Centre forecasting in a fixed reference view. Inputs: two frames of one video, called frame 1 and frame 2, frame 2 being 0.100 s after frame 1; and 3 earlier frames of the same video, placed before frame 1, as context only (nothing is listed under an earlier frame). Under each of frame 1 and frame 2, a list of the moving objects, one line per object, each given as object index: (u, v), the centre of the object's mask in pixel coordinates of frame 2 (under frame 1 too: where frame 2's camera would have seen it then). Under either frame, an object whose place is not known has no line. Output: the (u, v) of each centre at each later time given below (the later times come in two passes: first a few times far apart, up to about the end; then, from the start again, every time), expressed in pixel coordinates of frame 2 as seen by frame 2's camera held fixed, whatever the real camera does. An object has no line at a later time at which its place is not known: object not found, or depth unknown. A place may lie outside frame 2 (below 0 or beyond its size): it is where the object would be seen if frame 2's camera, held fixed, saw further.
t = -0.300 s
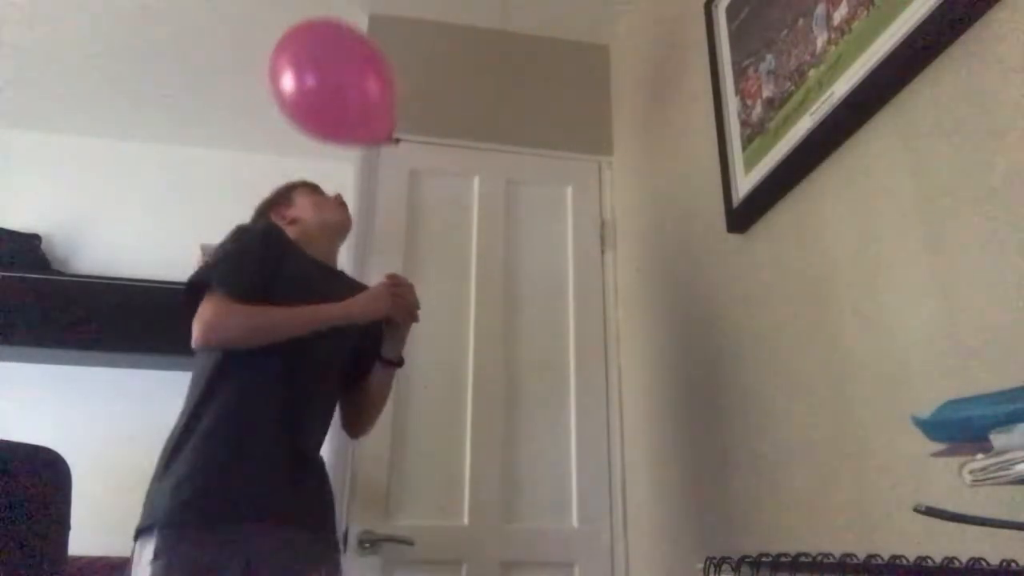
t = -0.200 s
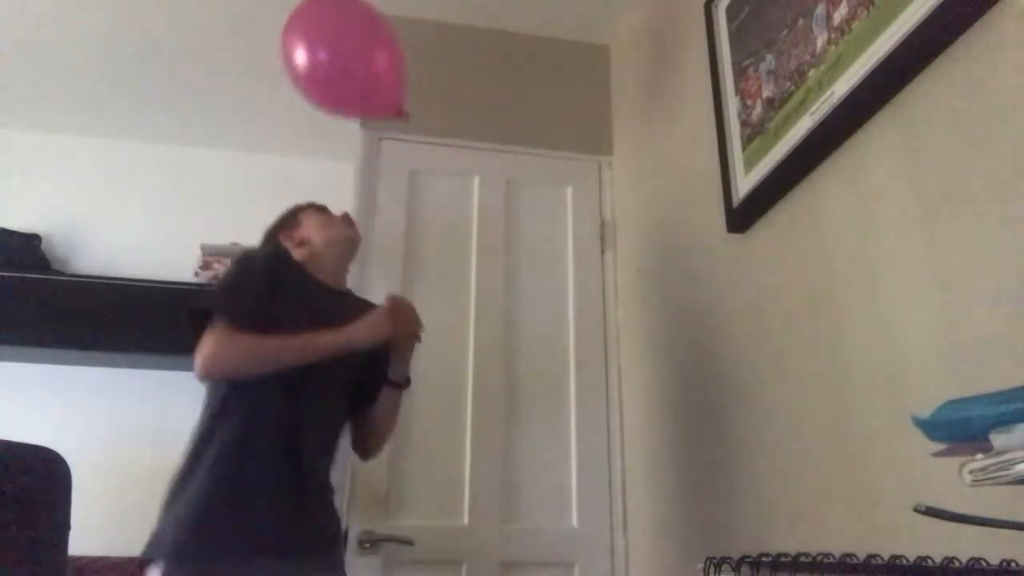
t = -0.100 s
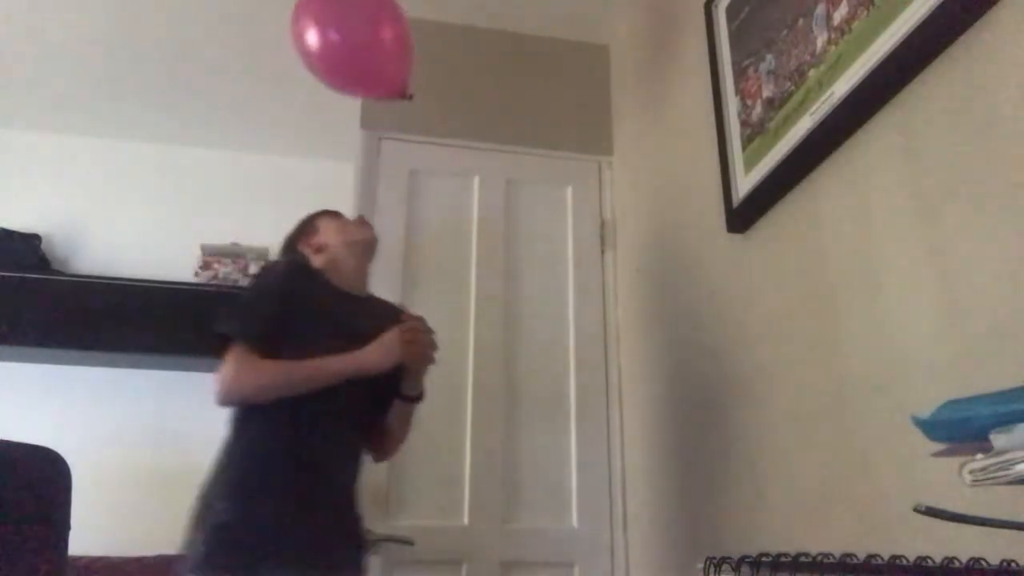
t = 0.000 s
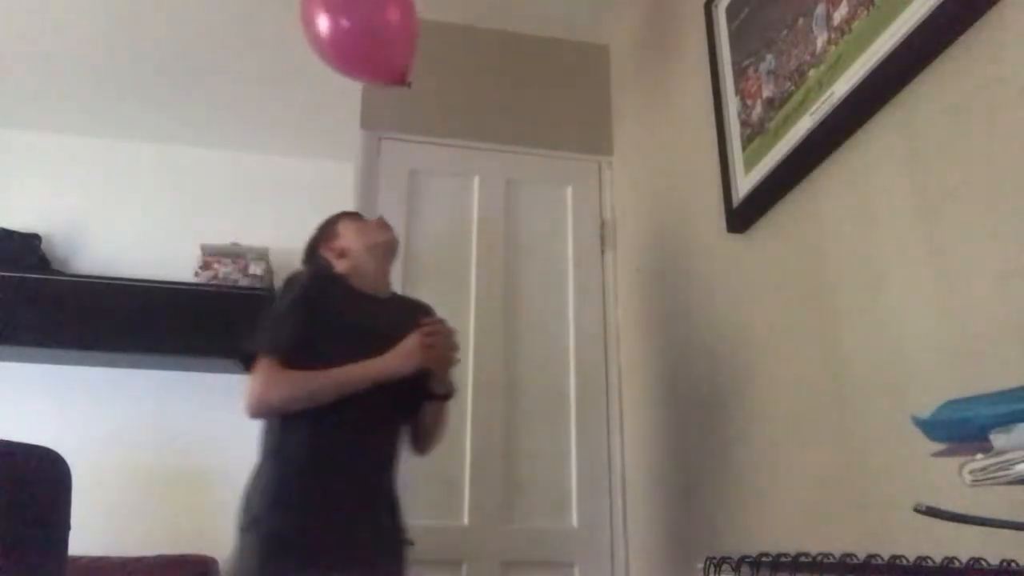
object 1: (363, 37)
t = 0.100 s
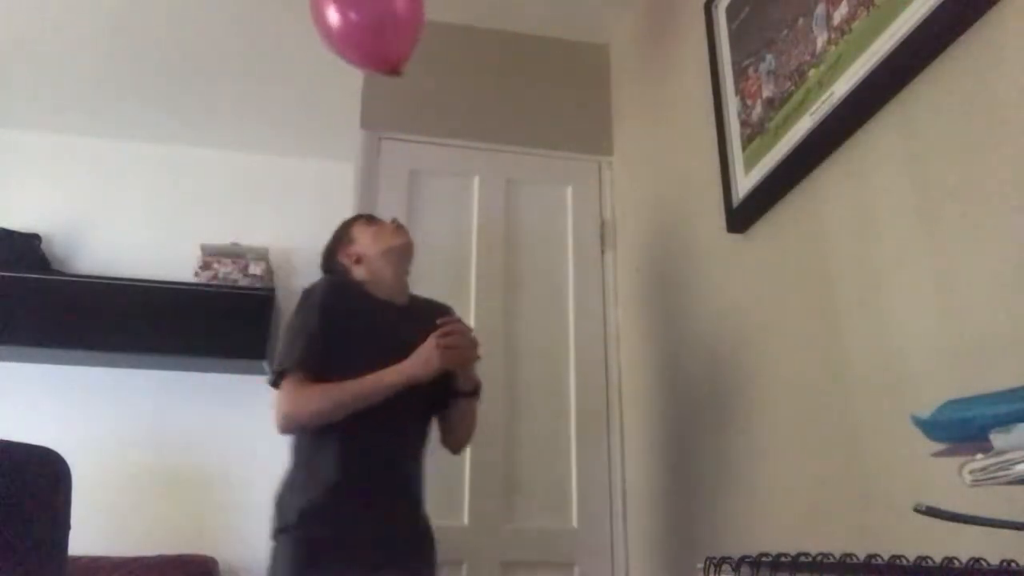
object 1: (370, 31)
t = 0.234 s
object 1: (377, 27)
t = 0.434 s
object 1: (386, 27)
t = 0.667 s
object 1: (393, 40)
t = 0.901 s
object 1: (395, 76)
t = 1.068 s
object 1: (394, 124)
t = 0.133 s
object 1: (372, 30)
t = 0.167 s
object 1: (374, 29)
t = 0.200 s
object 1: (376, 28)
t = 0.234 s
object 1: (377, 27)
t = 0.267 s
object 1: (379, 26)
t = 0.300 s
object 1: (380, 26)
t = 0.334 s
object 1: (382, 26)
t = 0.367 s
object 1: (383, 26)
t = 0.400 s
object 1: (385, 27)
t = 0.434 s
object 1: (386, 27)
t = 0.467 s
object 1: (388, 29)
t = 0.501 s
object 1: (388, 30)
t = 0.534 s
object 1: (389, 32)
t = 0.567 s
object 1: (390, 33)
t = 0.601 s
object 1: (391, 35)
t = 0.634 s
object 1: (392, 37)
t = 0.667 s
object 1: (393, 40)
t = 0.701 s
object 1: (393, 43)
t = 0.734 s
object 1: (394, 46)
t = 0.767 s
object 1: (394, 50)
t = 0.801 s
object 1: (395, 55)
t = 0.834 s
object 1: (395, 60)
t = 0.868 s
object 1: (395, 67)
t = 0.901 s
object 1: (395, 76)
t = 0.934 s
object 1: (395, 84)
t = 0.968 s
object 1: (395, 93)
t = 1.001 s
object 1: (395, 103)
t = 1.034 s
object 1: (394, 113)
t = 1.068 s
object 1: (394, 124)
